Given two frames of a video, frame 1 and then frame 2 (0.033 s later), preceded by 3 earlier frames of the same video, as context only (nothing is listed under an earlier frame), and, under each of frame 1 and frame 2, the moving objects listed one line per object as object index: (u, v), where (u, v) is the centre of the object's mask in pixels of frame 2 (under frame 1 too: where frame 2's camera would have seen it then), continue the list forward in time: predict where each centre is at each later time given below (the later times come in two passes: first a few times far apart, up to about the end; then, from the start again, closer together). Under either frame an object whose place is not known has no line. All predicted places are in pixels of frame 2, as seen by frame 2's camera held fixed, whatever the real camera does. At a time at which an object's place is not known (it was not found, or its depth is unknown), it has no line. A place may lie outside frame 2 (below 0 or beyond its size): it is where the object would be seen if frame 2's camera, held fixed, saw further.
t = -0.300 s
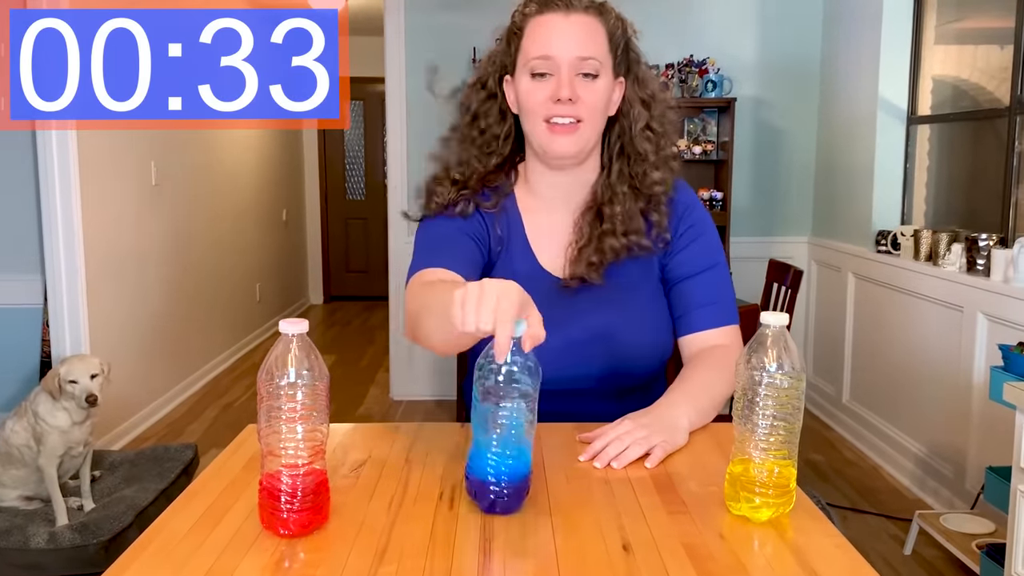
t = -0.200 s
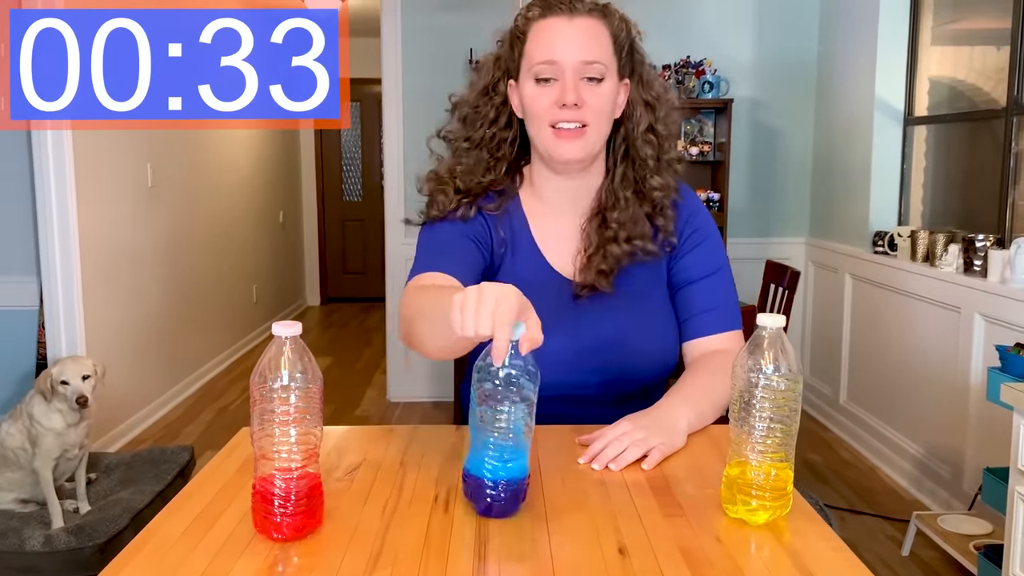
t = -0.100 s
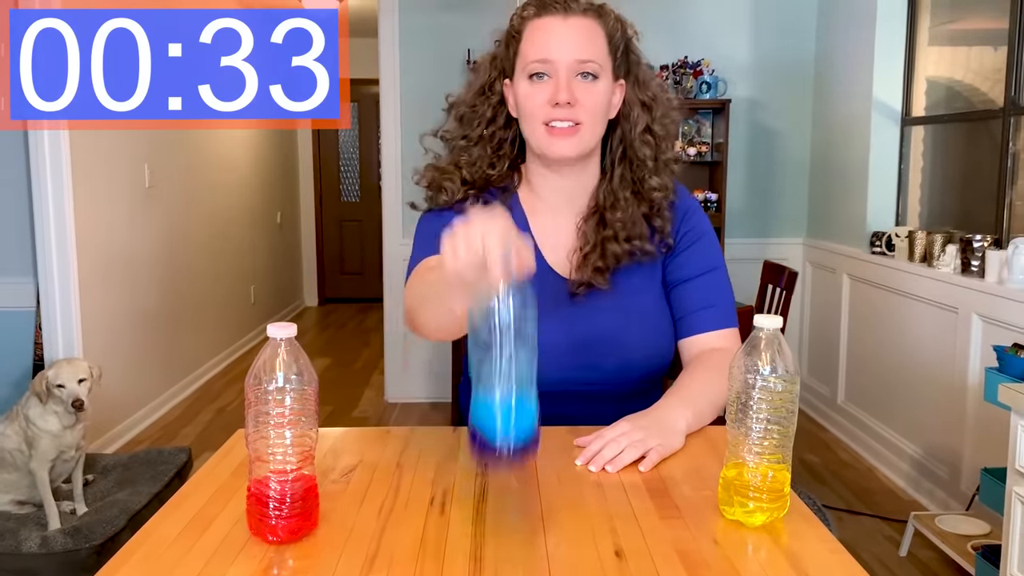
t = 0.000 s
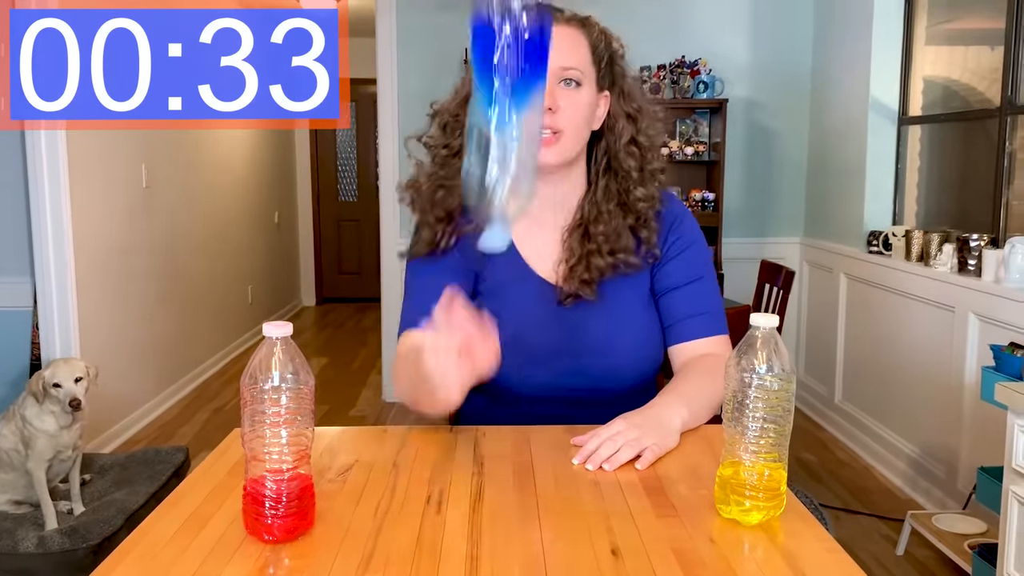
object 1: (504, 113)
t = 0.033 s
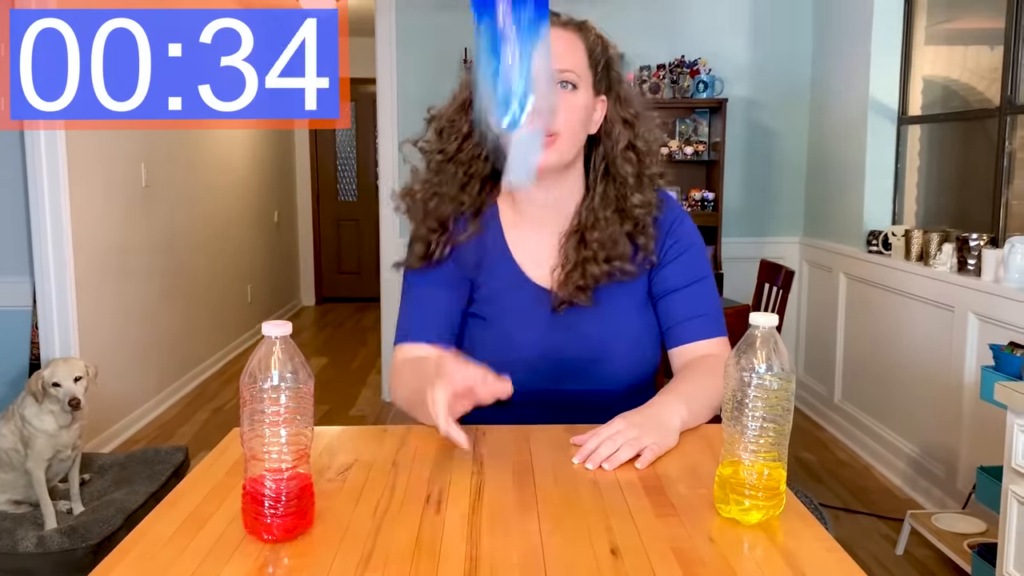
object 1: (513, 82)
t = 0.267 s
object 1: (507, 239)
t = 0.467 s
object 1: (501, 465)
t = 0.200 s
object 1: (503, 59)
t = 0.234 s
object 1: (506, 93)
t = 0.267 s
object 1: (507, 239)
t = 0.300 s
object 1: (507, 335)
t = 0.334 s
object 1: (501, 441)
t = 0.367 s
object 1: (497, 460)
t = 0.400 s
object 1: (500, 468)
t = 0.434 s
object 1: (500, 466)
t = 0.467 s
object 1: (501, 465)
